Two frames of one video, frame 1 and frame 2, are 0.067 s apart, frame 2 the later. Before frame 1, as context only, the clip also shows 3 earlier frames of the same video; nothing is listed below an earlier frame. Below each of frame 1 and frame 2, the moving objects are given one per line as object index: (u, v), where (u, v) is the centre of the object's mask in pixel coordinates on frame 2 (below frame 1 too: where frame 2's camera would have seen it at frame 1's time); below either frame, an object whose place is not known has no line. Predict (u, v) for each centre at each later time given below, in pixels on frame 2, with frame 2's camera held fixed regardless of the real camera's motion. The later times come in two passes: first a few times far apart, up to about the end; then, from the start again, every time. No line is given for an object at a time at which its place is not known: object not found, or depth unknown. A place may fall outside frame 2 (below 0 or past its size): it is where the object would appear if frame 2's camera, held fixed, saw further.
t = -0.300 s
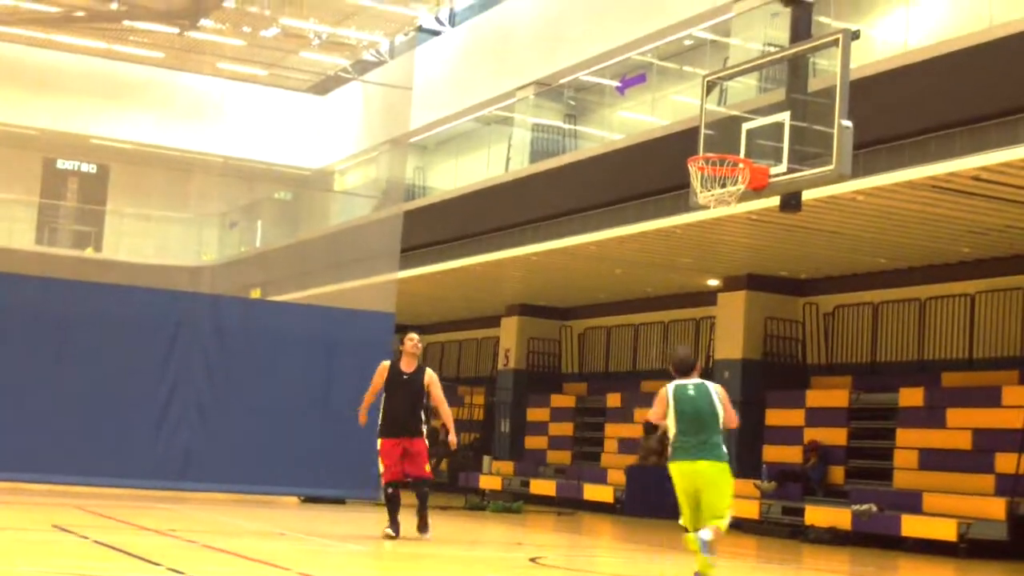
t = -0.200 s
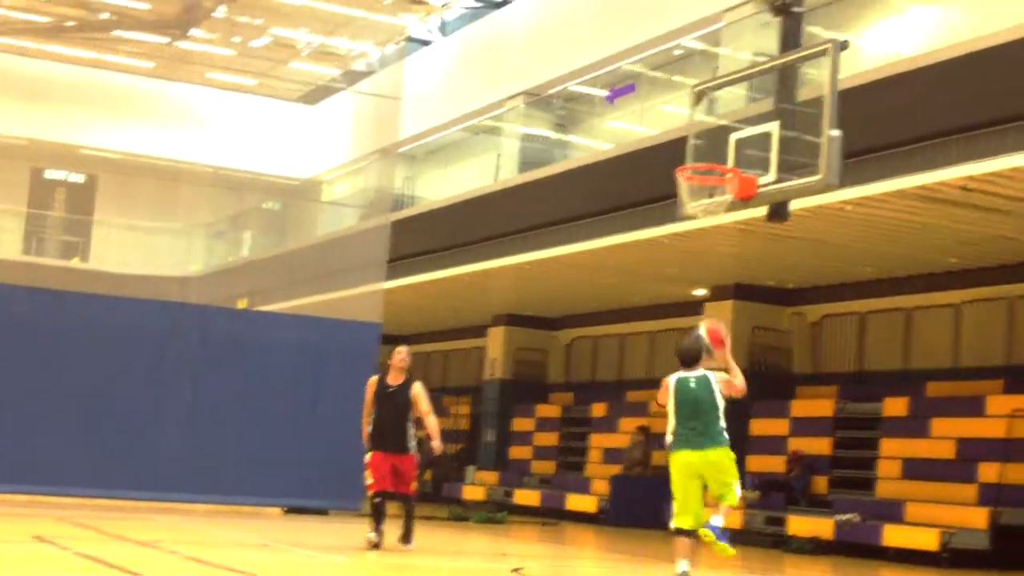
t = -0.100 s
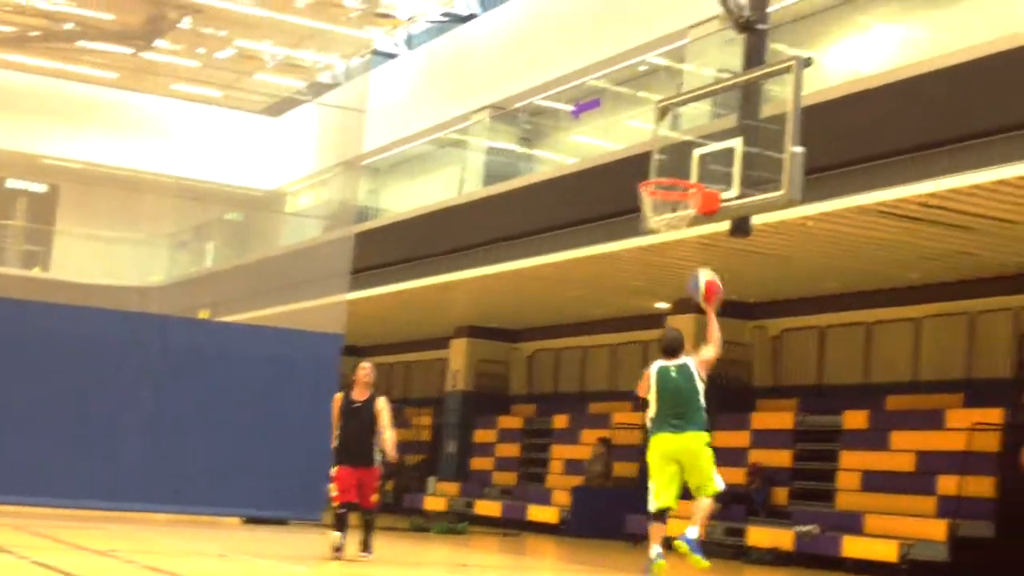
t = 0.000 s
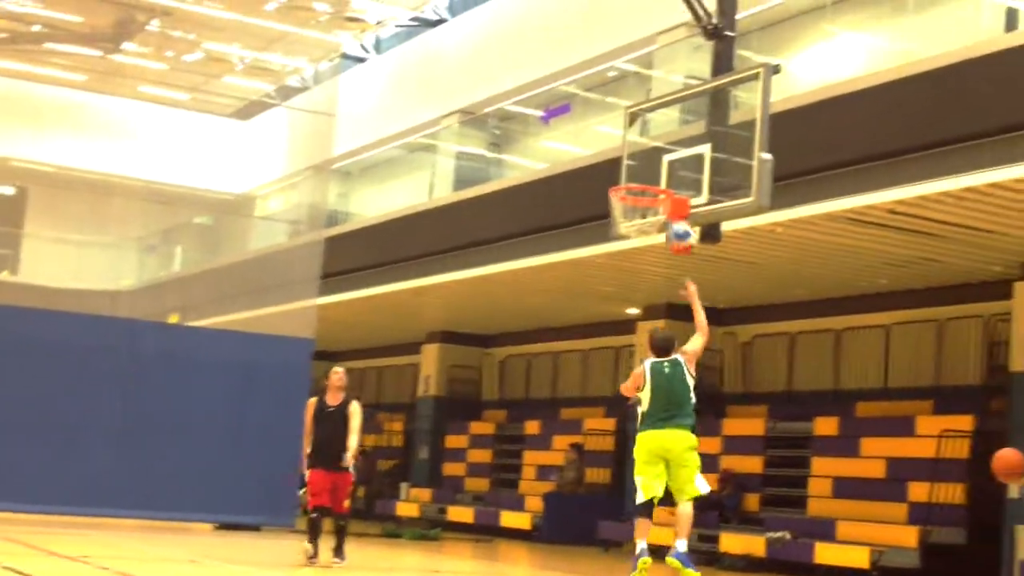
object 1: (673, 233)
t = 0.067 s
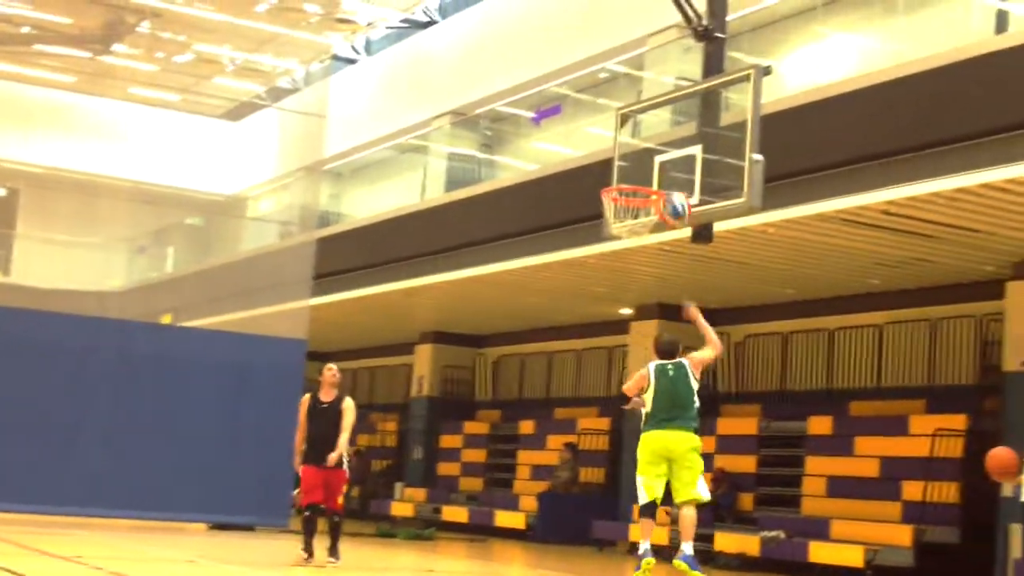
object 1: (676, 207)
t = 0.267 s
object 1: (678, 158)
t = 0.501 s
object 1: (633, 155)
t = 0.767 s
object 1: (622, 167)
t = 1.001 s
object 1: (638, 181)
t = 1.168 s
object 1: (634, 217)
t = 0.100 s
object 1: (677, 196)
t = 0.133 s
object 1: (677, 185)
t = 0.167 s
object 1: (677, 178)
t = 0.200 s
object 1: (678, 170)
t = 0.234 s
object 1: (678, 163)
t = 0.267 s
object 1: (678, 158)
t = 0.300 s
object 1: (673, 153)
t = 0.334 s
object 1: (665, 151)
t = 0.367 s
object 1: (658, 149)
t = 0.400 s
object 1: (651, 148)
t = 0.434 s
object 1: (644, 149)
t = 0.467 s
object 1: (639, 150)
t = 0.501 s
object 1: (633, 155)
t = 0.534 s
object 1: (626, 160)
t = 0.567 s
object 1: (618, 167)
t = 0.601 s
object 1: (611, 172)
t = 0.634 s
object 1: (608, 177)
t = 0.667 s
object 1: (611, 173)
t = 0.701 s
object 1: (615, 170)
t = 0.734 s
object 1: (618, 168)
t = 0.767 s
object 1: (622, 167)
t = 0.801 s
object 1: (625, 168)
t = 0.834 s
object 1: (628, 169)
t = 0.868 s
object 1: (631, 171)
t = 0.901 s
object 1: (634, 173)
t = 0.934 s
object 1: (636, 177)
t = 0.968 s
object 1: (638, 179)
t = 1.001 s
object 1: (638, 181)
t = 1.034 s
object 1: (636, 189)
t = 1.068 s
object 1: (638, 186)
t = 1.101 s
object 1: (641, 200)
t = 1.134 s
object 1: (642, 207)
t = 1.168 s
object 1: (634, 217)
